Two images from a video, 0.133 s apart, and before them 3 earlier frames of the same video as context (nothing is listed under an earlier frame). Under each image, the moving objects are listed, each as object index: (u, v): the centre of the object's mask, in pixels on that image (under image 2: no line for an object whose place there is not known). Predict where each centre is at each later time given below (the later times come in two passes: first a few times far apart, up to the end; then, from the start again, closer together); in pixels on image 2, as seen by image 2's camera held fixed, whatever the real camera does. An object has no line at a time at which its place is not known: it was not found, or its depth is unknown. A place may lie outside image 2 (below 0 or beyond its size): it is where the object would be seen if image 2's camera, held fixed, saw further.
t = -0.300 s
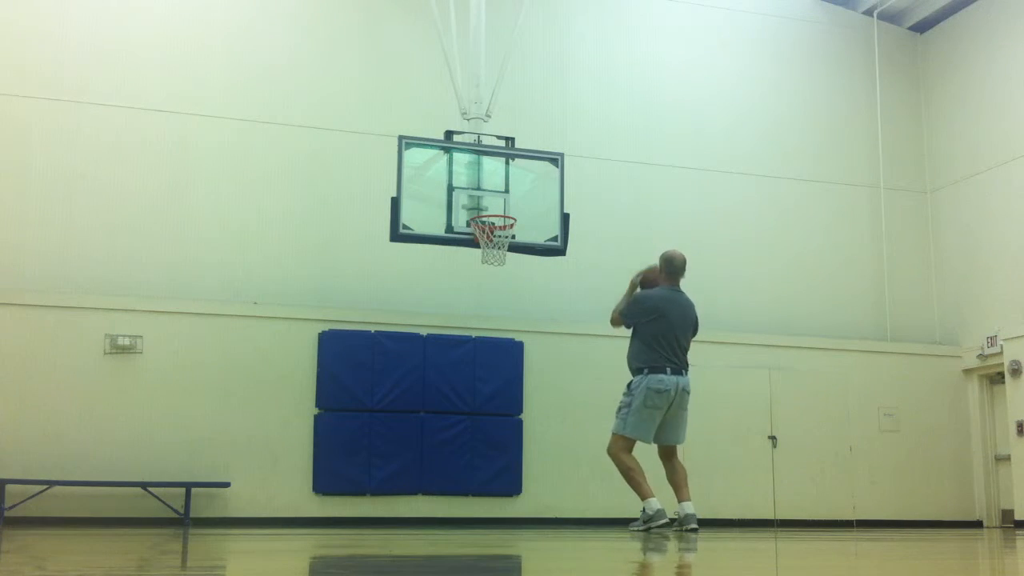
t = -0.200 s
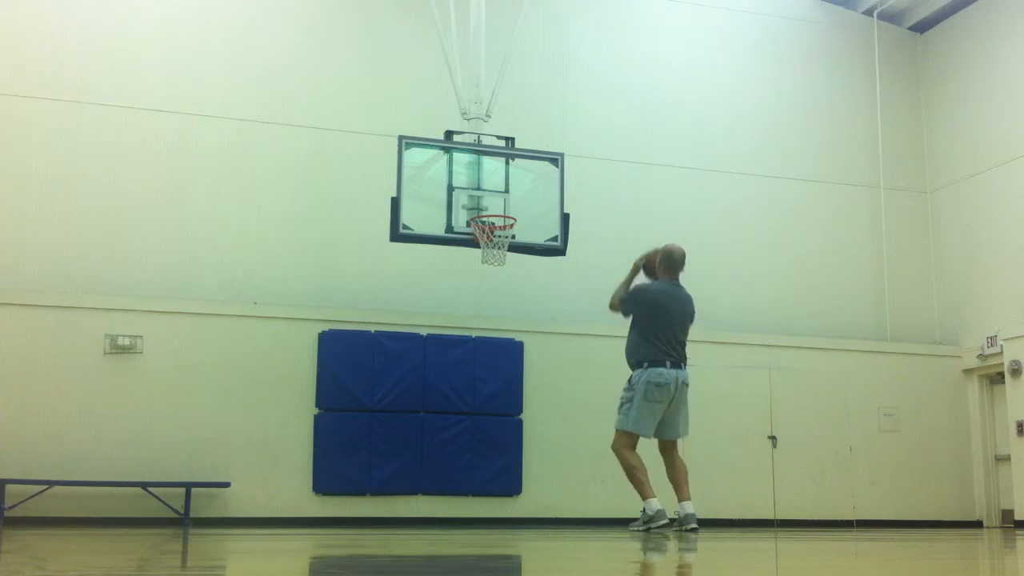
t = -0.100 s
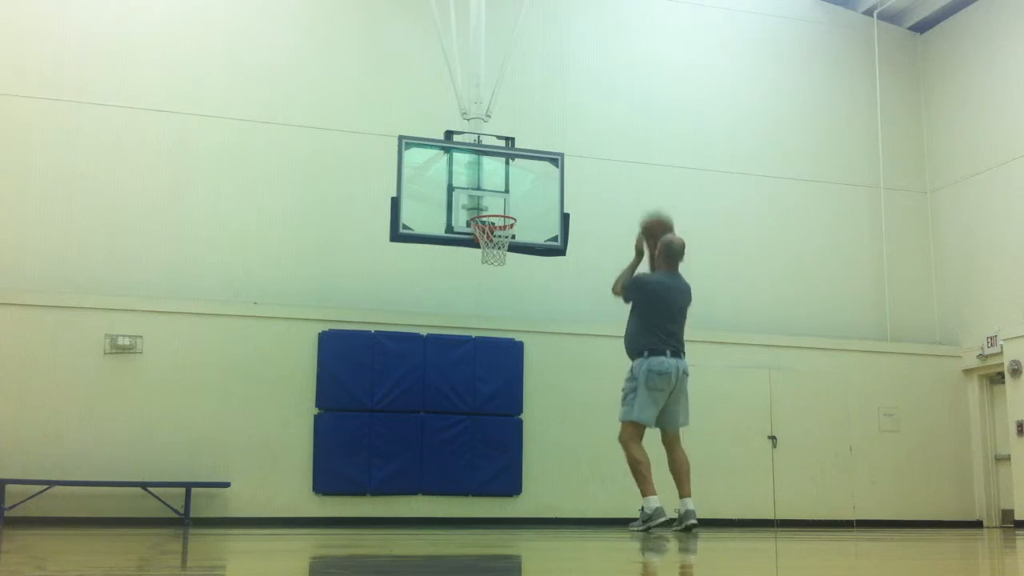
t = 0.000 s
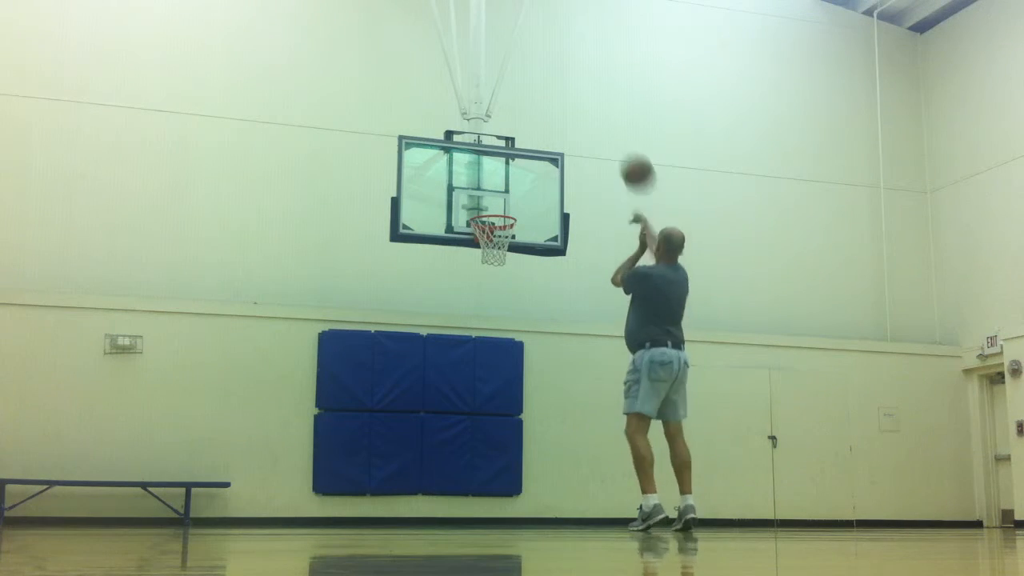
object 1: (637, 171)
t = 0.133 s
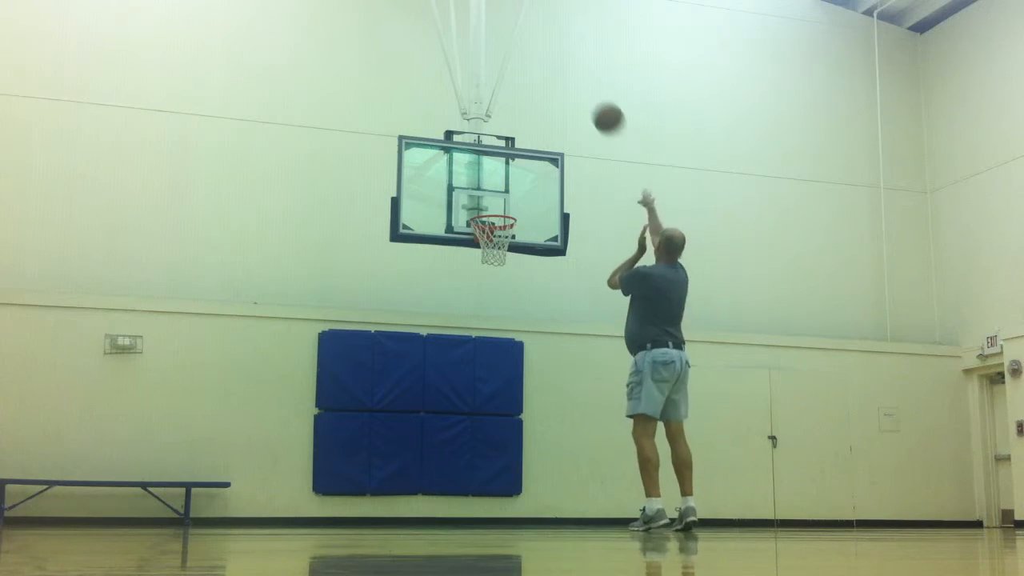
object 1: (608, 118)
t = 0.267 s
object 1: (582, 90)
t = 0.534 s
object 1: (540, 95)
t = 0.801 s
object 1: (503, 168)
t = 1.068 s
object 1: (488, 196)
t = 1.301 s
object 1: (487, 208)
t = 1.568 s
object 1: (497, 255)
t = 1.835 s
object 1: (494, 289)
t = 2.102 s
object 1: (494, 396)
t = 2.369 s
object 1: (491, 476)
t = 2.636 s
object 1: (488, 397)
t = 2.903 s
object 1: (486, 387)
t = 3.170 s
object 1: (483, 445)
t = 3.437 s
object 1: (478, 484)
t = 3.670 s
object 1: (477, 449)
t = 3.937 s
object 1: (473, 466)
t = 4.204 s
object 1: (470, 495)
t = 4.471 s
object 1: (470, 475)
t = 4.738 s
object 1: (468, 512)
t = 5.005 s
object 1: (468, 492)
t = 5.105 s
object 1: (467, 500)
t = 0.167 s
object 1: (601, 109)
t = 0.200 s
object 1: (595, 101)
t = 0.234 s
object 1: (588, 95)
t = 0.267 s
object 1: (582, 90)
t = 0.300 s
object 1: (576, 87)
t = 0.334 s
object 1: (571, 85)
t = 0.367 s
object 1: (565, 84)
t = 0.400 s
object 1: (560, 84)
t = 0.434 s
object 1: (555, 85)
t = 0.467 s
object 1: (549, 88)
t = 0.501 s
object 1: (544, 91)
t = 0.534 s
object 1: (540, 95)
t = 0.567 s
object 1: (535, 101)
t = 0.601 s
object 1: (530, 107)
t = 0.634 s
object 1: (525, 115)
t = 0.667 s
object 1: (521, 124)
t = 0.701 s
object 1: (516, 133)
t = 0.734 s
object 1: (512, 142)
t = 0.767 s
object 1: (508, 156)
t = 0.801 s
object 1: (503, 168)
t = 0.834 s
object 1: (498, 180)
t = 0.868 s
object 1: (495, 193)
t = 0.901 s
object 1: (491, 204)
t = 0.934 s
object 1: (491, 202)
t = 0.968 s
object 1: (490, 199)
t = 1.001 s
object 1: (489, 197)
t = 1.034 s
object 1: (489, 196)
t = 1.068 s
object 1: (488, 196)
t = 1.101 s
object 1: (487, 197)
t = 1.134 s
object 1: (486, 199)
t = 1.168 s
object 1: (486, 202)
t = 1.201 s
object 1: (485, 205)
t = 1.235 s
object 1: (484, 208)
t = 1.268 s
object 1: (485, 207)
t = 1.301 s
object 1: (487, 208)
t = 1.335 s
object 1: (488, 209)
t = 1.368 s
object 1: (489, 210)
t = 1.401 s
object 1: (490, 212)
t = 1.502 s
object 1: (492, 237)
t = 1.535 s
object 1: (496, 247)
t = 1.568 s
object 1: (497, 255)
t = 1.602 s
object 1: (495, 257)
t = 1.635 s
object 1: (495, 258)
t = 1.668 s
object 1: (495, 260)
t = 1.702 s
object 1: (495, 263)
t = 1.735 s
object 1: (495, 268)
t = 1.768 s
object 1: (495, 274)
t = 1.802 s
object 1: (495, 281)
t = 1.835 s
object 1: (494, 289)
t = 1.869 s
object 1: (494, 299)
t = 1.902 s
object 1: (494, 309)
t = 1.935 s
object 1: (494, 320)
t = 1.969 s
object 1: (494, 332)
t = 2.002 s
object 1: (493, 347)
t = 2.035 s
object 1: (494, 361)
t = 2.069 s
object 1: (494, 379)
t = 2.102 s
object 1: (494, 396)
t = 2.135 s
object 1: (494, 412)
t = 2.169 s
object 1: (494, 435)
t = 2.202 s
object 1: (494, 456)
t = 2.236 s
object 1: (492, 477)
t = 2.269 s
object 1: (492, 506)
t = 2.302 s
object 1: (492, 508)
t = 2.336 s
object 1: (492, 492)
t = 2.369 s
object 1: (491, 476)
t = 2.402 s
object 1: (491, 463)
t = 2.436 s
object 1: (490, 450)
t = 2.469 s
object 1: (490, 438)
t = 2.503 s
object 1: (490, 428)
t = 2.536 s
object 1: (489, 419)
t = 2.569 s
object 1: (489, 411)
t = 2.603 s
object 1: (489, 404)
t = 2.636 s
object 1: (488, 397)
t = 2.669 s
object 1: (488, 393)
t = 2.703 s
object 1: (488, 389)
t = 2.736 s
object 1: (488, 386)
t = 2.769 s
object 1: (487, 384)
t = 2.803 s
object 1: (487, 383)
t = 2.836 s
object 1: (487, 384)
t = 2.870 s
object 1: (486, 385)
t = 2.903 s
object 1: (486, 387)
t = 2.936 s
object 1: (485, 390)
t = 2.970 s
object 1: (485, 395)
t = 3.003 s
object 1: (484, 399)
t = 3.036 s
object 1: (484, 407)
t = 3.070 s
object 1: (484, 415)
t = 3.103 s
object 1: (484, 423)
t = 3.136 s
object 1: (483, 433)
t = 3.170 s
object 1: (483, 445)
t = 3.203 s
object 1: (482, 457)
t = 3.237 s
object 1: (481, 470)
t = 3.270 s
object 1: (481, 483)
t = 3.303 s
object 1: (480, 500)
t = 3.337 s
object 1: (479, 512)
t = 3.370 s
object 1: (479, 505)
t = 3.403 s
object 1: (479, 494)
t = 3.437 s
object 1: (478, 484)
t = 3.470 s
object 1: (478, 478)
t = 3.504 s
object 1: (478, 470)
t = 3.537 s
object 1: (478, 463)
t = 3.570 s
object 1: (477, 458)
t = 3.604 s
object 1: (477, 453)
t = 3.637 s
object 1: (477, 450)
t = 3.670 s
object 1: (477, 449)
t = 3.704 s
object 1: (476, 447)
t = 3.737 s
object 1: (476, 447)
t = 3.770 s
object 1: (476, 447)
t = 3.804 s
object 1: (476, 448)
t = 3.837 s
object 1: (475, 451)
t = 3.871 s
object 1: (474, 456)
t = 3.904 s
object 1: (473, 461)
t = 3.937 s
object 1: (473, 466)
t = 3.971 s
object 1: (473, 473)
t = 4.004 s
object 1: (472, 479)
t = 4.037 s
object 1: (471, 491)
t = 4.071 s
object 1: (471, 501)
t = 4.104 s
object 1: (470, 512)
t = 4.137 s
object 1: (470, 510)
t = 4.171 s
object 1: (470, 502)
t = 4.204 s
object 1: (470, 495)
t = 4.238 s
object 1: (470, 489)
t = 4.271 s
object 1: (470, 483)
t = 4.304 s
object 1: (470, 480)
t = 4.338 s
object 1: (471, 478)
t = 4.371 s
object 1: (471, 476)
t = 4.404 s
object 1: (471, 474)
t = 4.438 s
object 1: (470, 474)
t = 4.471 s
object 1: (470, 475)
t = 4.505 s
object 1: (470, 476)
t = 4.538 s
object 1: (470, 478)
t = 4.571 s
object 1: (470, 481)
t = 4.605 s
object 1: (470, 489)
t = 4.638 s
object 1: (469, 496)
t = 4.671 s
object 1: (469, 502)
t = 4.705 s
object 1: (469, 510)
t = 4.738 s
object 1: (468, 512)
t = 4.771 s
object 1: (468, 507)
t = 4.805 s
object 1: (468, 503)
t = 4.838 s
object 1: (468, 499)
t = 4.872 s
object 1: (468, 496)
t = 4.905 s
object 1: (468, 493)
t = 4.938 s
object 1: (468, 492)
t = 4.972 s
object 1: (468, 491)
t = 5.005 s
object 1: (468, 492)
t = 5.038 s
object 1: (468, 493)
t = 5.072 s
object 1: (467, 496)
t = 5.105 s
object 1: (467, 500)
